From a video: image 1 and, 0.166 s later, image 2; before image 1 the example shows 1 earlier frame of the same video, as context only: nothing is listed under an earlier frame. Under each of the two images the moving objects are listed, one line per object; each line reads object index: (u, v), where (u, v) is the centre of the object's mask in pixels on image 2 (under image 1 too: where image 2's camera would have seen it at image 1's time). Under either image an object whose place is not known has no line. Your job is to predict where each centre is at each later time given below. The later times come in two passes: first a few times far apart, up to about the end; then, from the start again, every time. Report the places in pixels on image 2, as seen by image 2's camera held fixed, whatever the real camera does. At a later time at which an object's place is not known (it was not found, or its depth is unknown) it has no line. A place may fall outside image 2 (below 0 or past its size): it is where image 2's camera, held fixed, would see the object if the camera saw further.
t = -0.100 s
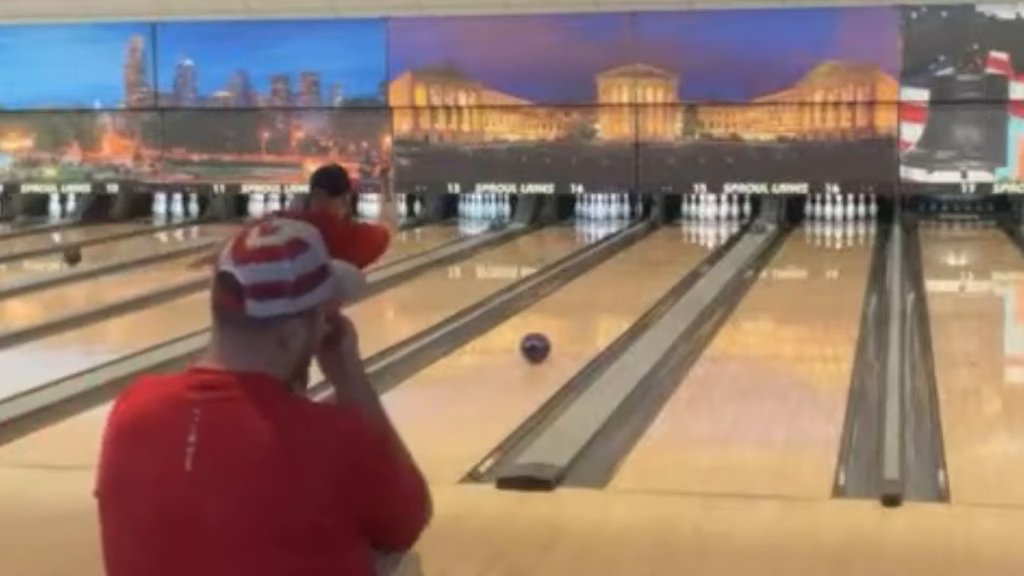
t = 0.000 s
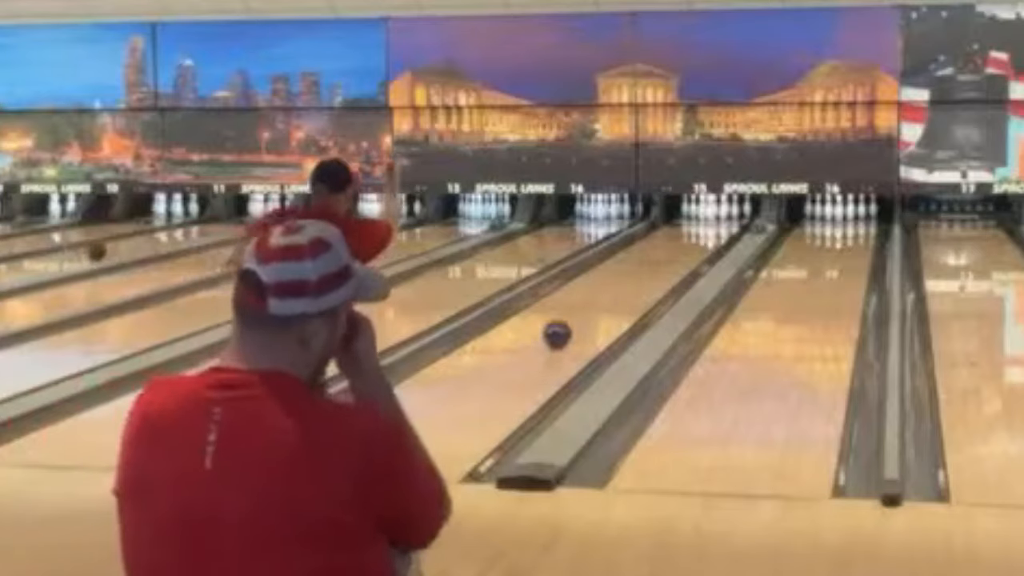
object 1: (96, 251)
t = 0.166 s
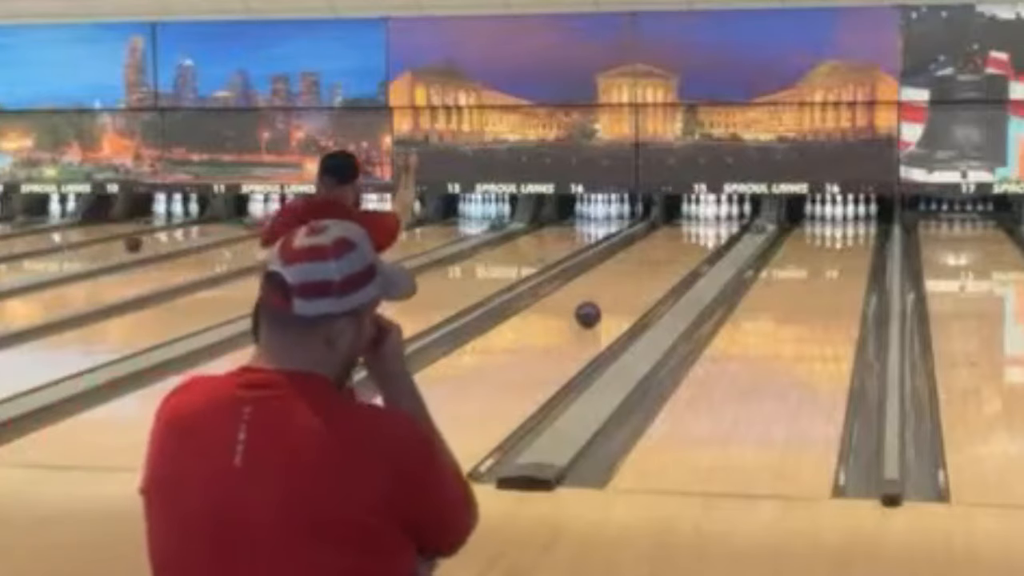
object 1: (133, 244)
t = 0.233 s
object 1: (145, 241)
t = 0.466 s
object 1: (185, 232)
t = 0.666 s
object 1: (211, 226)
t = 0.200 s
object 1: (139, 243)
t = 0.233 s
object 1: (145, 241)
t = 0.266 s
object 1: (151, 240)
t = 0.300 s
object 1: (157, 237)
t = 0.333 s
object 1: (163, 237)
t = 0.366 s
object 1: (169, 236)
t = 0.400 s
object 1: (175, 235)
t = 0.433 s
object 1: (178, 233)
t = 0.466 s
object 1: (185, 232)
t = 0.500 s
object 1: (191, 229)
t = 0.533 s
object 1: (194, 230)
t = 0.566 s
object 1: (201, 229)
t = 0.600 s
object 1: (204, 229)
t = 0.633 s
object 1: (208, 227)
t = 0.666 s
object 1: (211, 226)
